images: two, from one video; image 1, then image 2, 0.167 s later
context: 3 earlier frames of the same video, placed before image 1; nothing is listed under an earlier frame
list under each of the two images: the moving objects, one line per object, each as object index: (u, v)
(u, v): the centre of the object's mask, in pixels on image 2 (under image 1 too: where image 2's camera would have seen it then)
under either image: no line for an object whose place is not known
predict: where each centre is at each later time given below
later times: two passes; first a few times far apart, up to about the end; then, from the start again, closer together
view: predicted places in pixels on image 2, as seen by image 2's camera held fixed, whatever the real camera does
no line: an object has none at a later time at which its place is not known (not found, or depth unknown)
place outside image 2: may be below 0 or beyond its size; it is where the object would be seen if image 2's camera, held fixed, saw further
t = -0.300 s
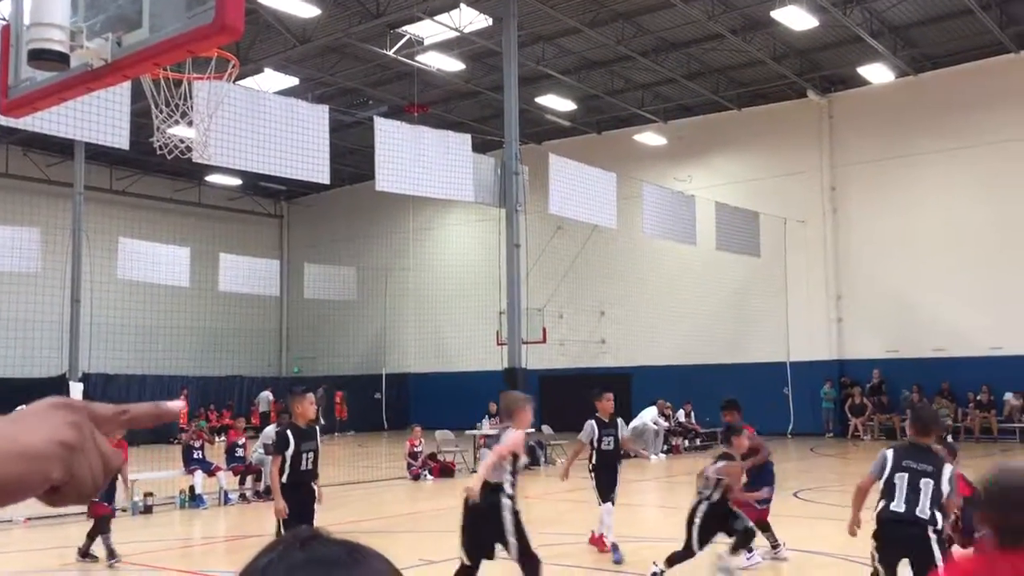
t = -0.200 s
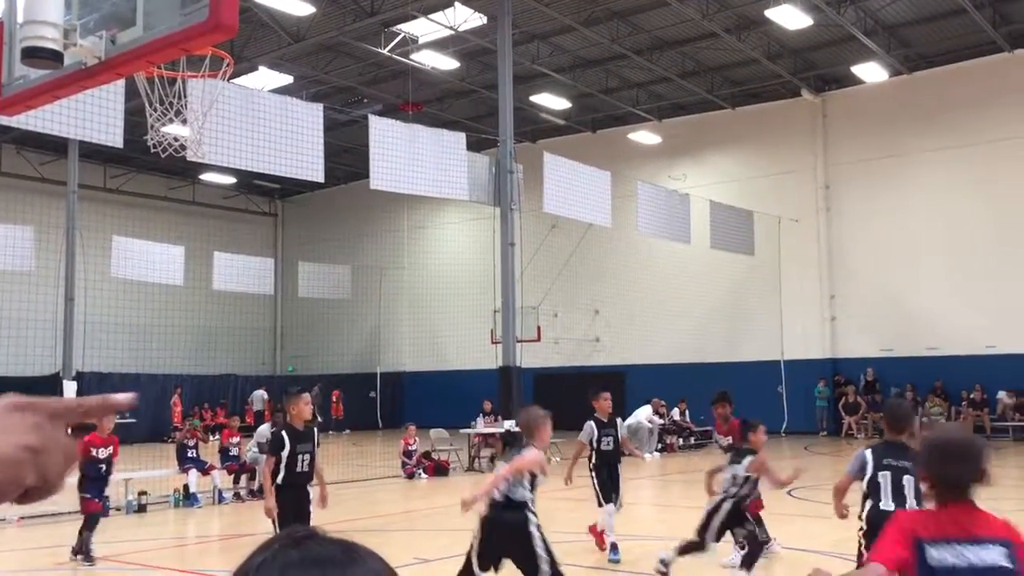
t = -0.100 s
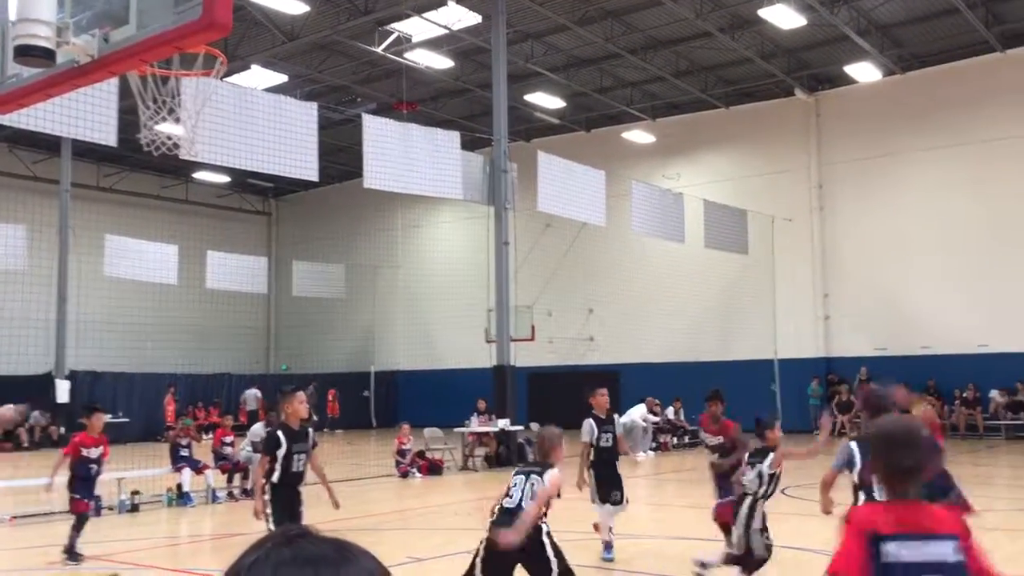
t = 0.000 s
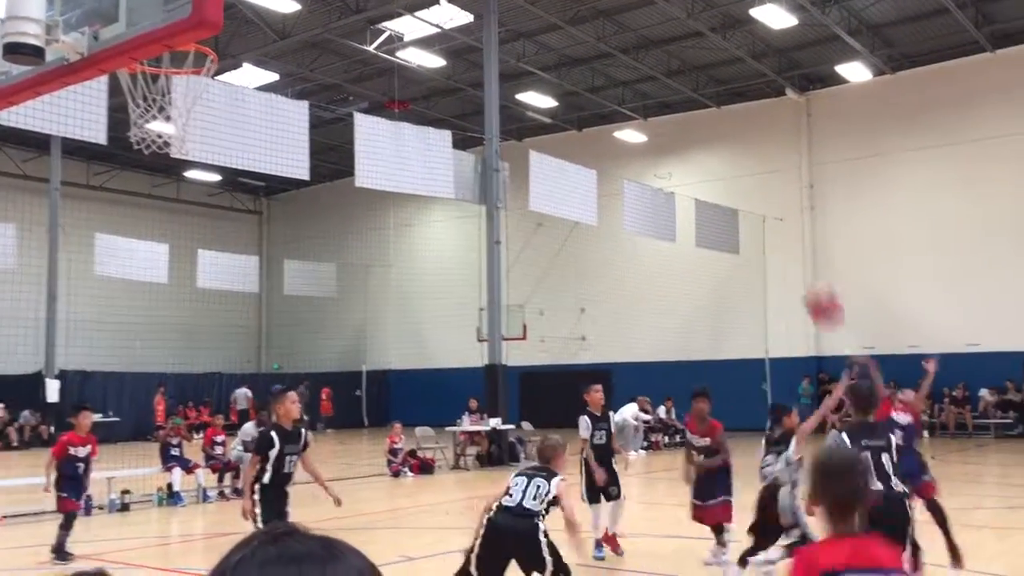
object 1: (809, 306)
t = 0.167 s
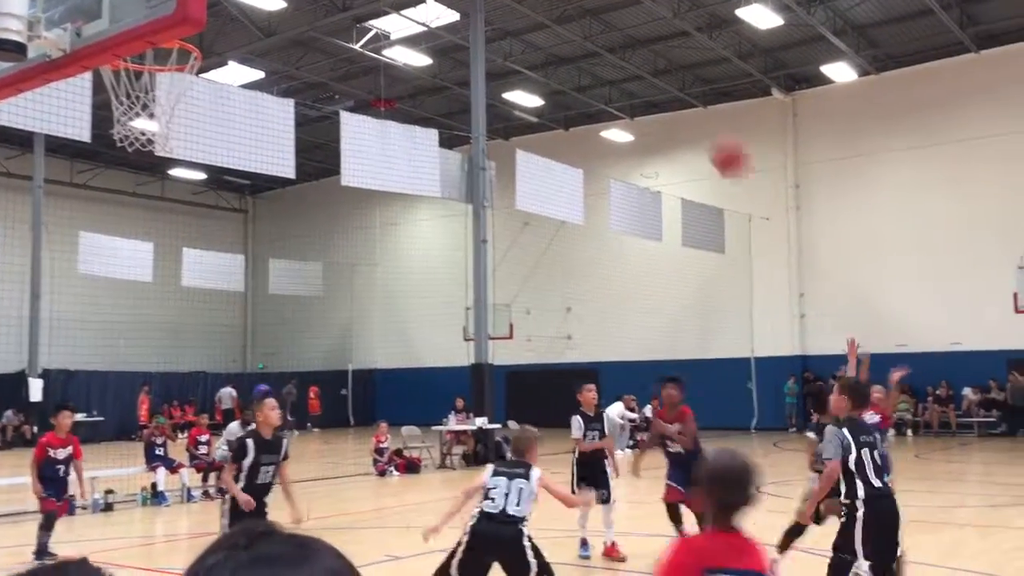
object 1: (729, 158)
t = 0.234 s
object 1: (696, 105)
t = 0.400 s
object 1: (612, 3)
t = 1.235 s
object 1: (177, 81)
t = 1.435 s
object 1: (191, 106)
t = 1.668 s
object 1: (153, 147)
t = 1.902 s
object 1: (103, 263)
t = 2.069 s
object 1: (62, 429)
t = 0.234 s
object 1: (696, 105)
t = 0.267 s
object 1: (681, 81)
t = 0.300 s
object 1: (664, 59)
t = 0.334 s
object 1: (645, 37)
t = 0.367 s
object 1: (630, 17)
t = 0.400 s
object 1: (612, 3)
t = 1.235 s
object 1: (177, 81)
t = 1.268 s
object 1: (187, 104)
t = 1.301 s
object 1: (192, 108)
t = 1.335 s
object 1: (195, 109)
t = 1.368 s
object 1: (196, 108)
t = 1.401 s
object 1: (194, 106)
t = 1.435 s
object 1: (191, 106)
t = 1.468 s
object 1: (187, 107)
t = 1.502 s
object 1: (183, 110)
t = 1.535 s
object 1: (178, 114)
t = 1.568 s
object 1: (174, 119)
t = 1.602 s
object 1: (167, 128)
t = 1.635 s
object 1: (160, 136)
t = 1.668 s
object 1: (153, 147)
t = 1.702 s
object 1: (146, 152)
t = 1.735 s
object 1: (139, 163)
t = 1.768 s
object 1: (134, 176)
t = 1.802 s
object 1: (125, 196)
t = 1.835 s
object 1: (117, 214)
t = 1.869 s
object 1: (111, 235)
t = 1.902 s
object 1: (103, 263)
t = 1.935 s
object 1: (95, 291)
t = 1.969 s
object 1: (88, 320)
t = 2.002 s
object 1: (80, 357)
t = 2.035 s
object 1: (71, 394)
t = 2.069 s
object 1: (62, 429)
